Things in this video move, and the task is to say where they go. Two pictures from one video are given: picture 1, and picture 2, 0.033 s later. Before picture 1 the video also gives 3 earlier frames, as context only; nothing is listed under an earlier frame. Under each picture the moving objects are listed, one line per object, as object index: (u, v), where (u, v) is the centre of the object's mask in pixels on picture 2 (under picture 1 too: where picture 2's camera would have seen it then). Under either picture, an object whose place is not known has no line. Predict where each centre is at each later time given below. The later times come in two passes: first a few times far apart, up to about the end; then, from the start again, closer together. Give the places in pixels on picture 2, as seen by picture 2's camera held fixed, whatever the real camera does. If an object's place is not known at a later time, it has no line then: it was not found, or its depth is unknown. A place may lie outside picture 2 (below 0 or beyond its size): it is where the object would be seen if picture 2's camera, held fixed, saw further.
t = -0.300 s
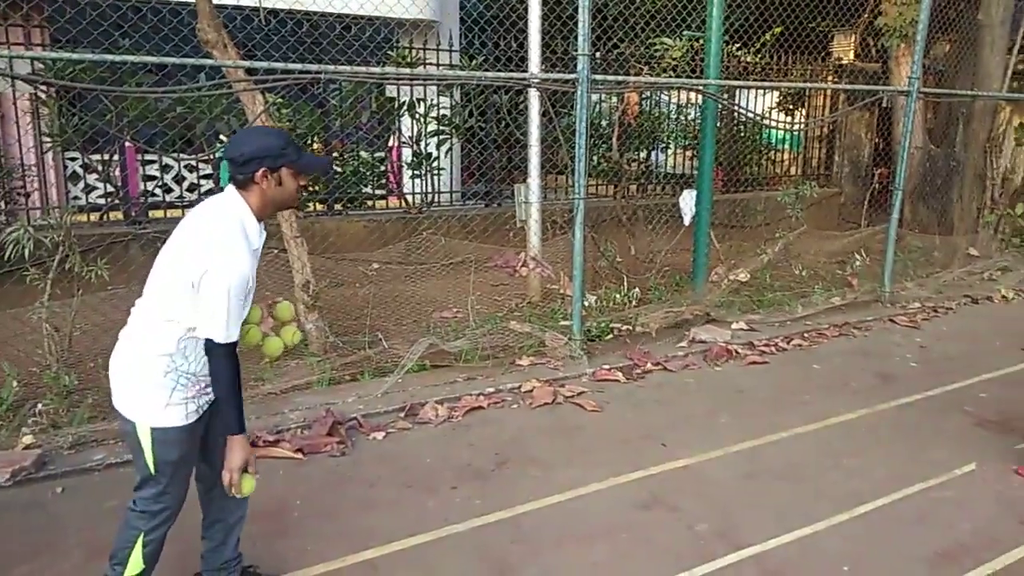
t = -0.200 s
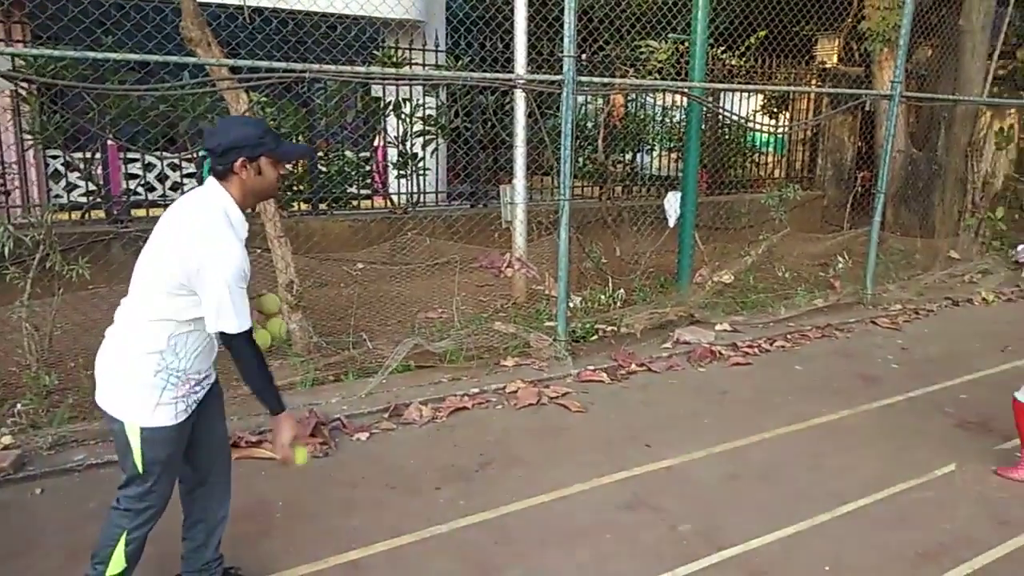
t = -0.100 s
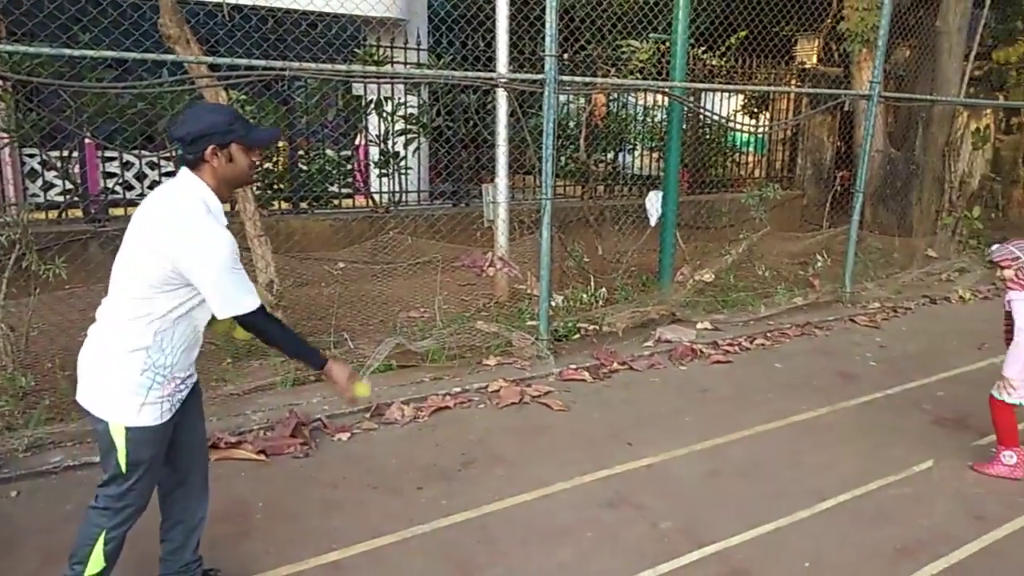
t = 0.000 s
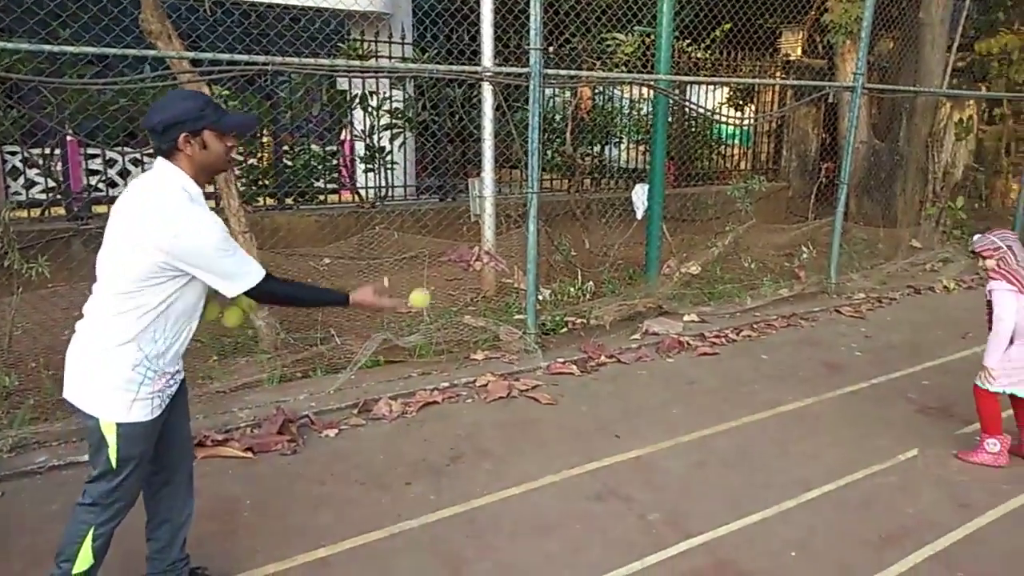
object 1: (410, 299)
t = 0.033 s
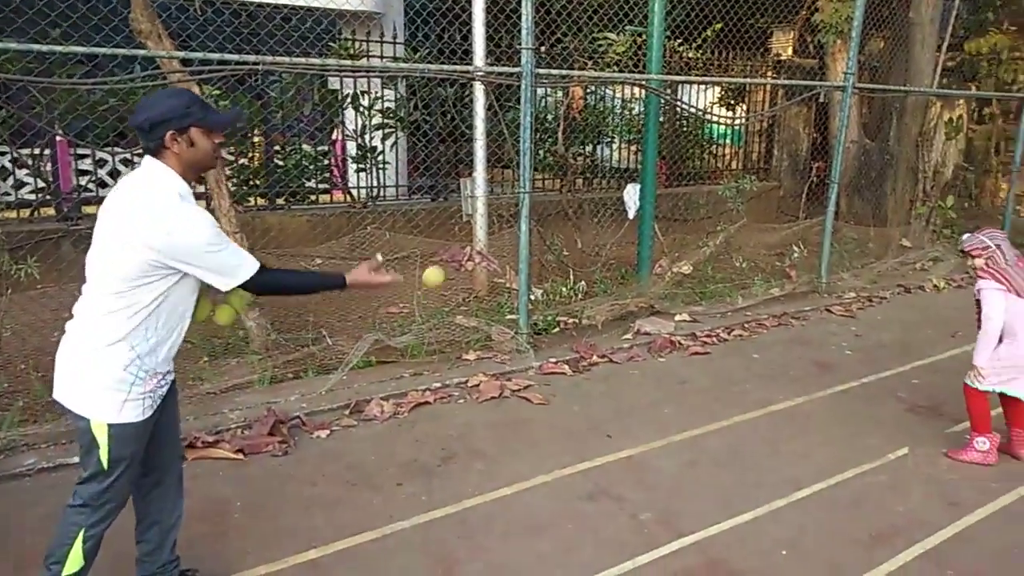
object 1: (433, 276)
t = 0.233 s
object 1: (552, 217)
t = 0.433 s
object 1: (647, 270)
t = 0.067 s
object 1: (454, 257)
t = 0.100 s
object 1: (475, 243)
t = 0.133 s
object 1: (496, 231)
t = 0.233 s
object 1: (552, 217)
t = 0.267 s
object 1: (570, 219)
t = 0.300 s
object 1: (587, 224)
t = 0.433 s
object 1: (647, 270)
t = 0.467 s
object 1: (661, 287)
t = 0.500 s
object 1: (674, 306)
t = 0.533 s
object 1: (686, 325)
